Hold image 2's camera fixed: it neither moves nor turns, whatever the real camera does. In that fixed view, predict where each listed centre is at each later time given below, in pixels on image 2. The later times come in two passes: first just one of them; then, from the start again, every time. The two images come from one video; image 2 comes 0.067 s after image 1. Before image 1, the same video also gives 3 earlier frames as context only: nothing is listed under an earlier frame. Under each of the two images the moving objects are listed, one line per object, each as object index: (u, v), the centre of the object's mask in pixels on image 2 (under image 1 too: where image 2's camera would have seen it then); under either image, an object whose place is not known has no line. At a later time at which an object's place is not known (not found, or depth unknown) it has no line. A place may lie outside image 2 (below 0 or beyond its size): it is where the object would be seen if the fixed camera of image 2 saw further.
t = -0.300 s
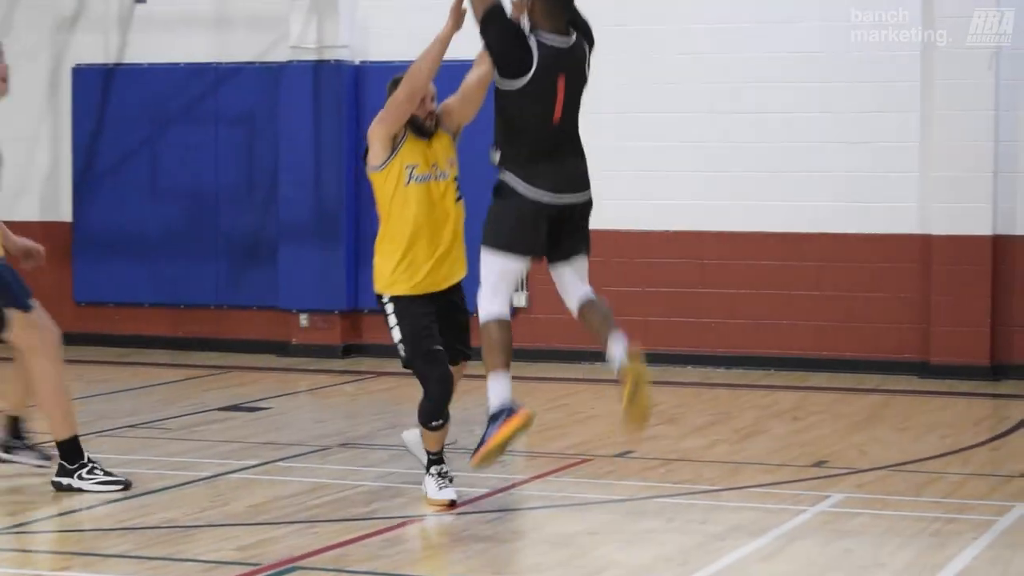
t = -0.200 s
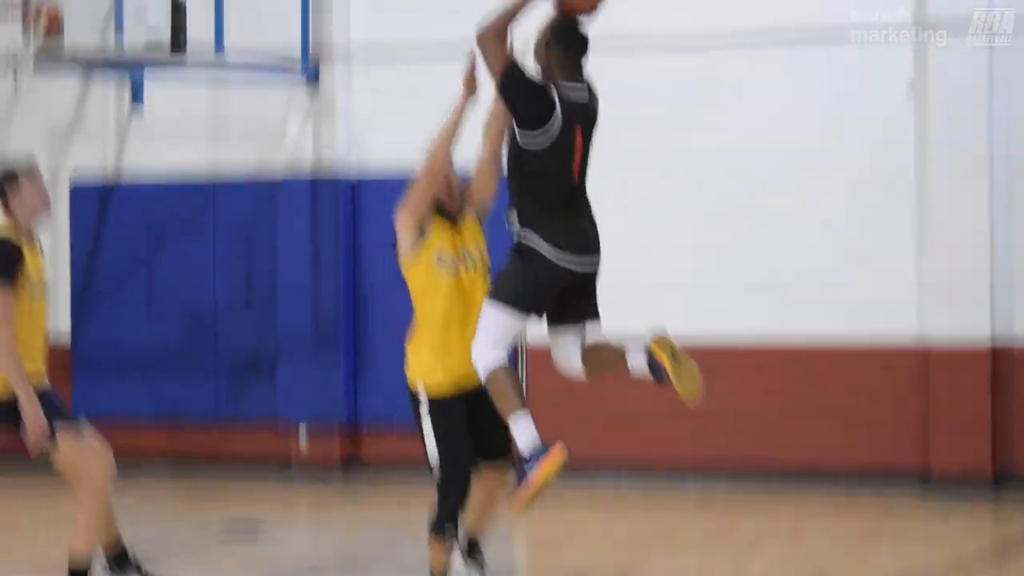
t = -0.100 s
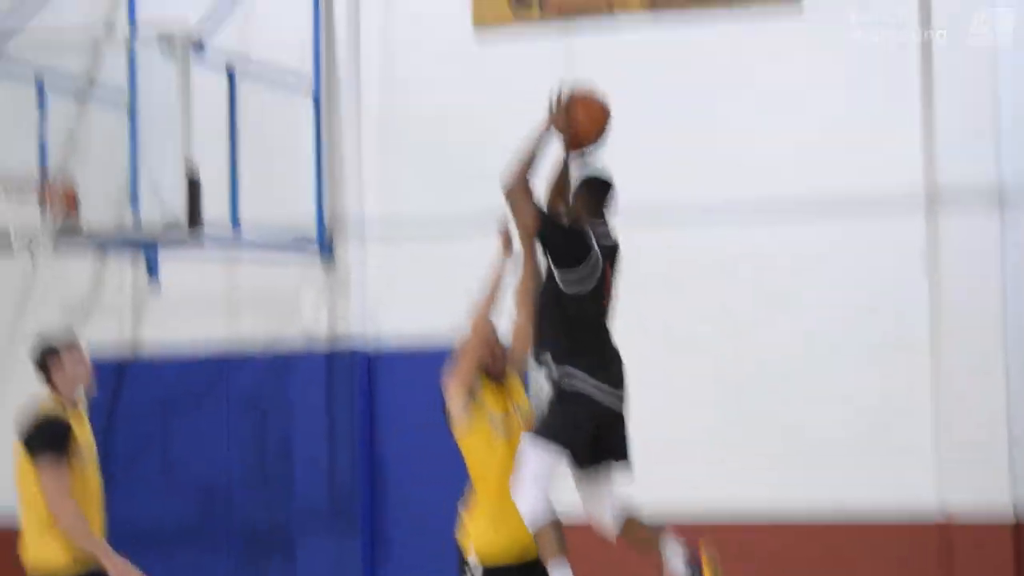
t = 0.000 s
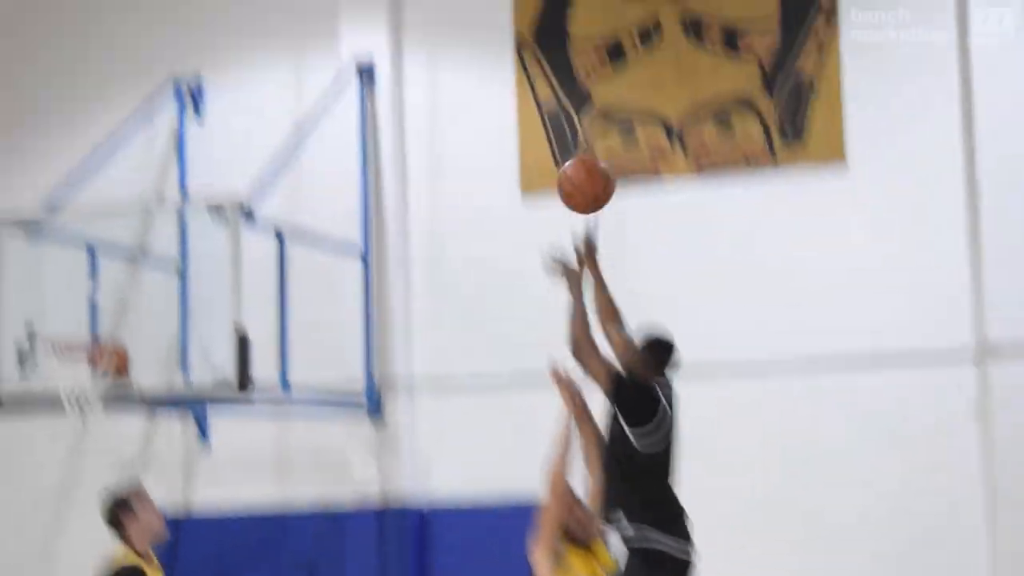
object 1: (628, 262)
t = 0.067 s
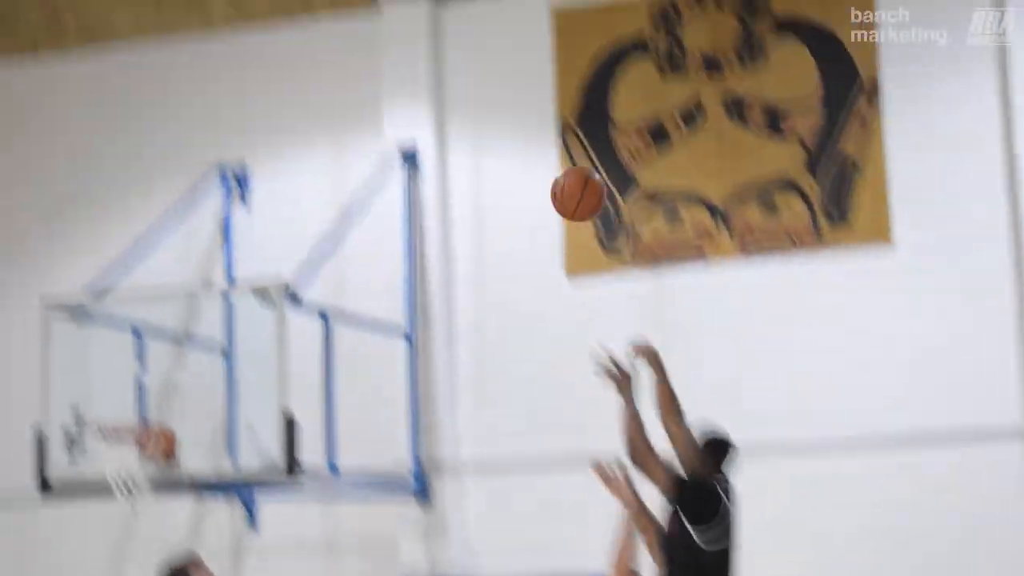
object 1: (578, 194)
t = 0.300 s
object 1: (432, 54)
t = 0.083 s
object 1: (566, 179)
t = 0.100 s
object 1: (554, 165)
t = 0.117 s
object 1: (543, 151)
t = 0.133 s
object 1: (533, 138)
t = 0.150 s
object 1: (523, 126)
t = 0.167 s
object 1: (512, 115)
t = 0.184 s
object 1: (501, 105)
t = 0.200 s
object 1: (491, 95)
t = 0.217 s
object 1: (481, 87)
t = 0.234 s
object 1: (470, 79)
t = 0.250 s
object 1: (461, 72)
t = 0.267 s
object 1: (451, 65)
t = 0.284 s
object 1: (441, 59)
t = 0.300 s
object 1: (432, 54)
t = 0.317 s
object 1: (423, 49)
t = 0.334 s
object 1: (414, 45)
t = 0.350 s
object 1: (405, 42)
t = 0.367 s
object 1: (396, 38)
